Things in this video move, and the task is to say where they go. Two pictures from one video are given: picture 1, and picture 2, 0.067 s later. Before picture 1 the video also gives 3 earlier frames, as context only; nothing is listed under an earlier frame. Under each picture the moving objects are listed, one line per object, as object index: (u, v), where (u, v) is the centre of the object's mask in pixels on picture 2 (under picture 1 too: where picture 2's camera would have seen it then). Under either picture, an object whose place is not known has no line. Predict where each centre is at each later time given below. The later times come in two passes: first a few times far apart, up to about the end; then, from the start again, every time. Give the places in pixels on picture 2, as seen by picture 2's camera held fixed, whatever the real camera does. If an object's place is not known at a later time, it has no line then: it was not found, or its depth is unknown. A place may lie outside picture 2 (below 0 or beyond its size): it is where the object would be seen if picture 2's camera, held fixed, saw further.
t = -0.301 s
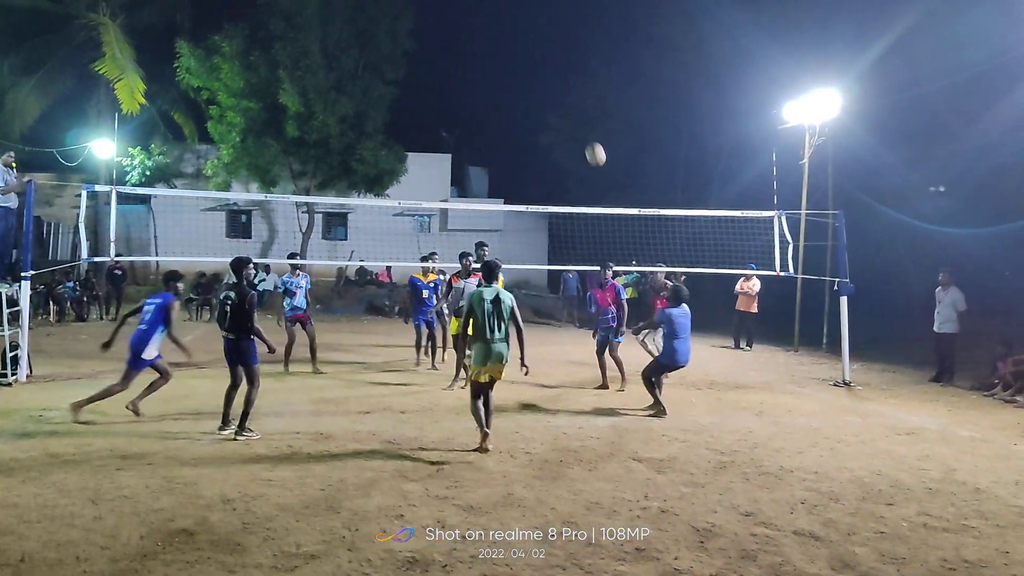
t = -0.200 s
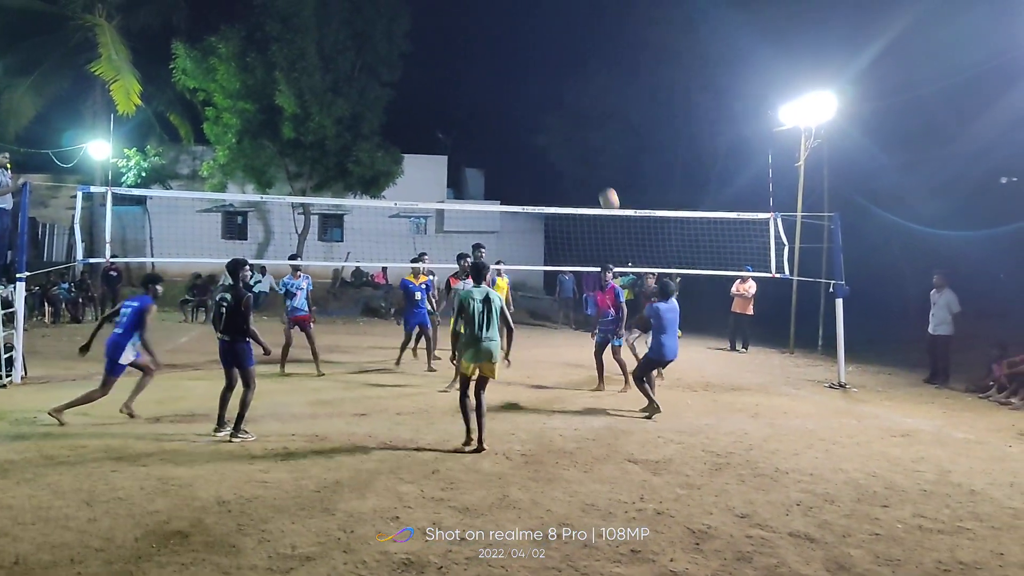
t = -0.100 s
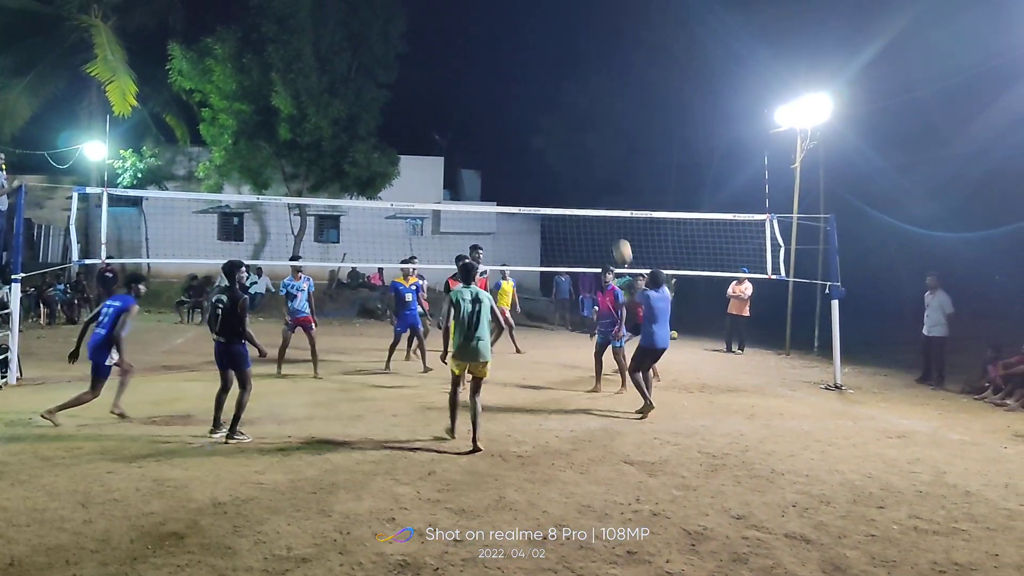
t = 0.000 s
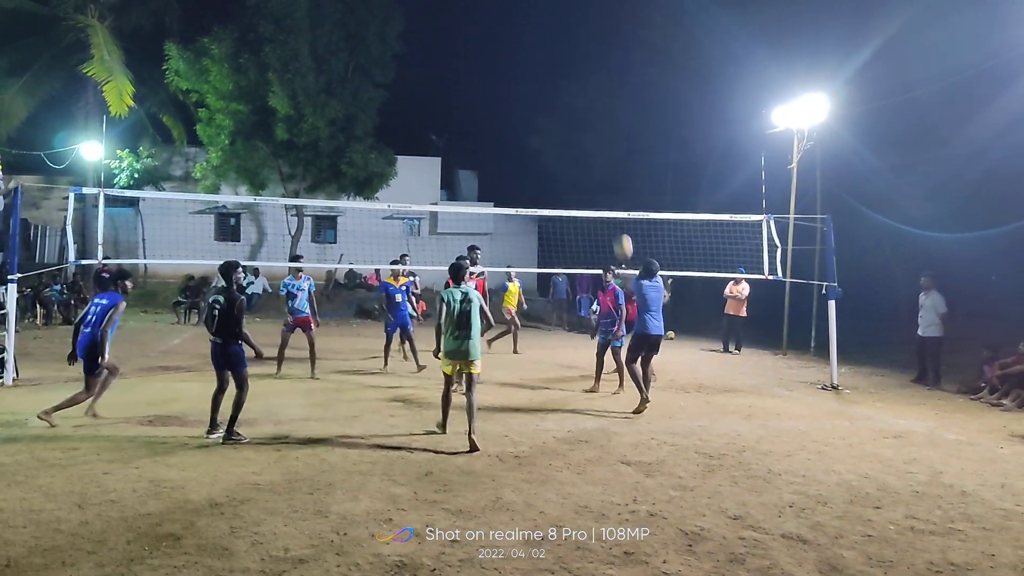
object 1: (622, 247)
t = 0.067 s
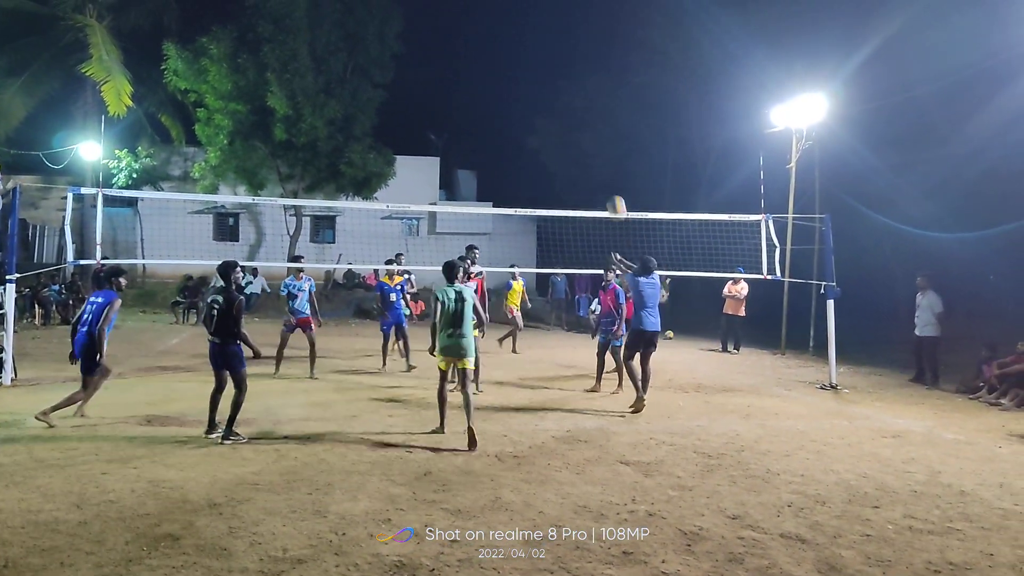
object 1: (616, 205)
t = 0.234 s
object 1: (603, 129)
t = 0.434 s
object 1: (587, 62)
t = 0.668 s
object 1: (567, 29)
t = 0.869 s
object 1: (551, 37)
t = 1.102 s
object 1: (530, 89)
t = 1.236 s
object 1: (518, 140)
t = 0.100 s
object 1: (614, 191)
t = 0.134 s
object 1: (611, 174)
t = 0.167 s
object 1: (609, 158)
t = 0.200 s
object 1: (606, 143)
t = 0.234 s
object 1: (603, 129)
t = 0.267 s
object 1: (601, 115)
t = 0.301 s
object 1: (598, 103)
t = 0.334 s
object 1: (595, 92)
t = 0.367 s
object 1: (592, 81)
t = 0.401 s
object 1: (589, 71)
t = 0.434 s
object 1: (587, 62)
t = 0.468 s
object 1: (584, 55)
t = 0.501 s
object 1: (581, 48)
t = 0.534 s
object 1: (578, 42)
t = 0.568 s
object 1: (576, 37)
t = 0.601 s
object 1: (573, 33)
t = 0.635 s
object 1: (570, 31)
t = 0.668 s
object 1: (567, 29)
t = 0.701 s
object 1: (564, 28)
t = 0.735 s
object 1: (562, 28)
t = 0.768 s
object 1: (559, 29)
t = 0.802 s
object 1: (556, 31)
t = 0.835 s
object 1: (554, 34)
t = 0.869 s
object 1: (551, 37)
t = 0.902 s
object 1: (547, 42)
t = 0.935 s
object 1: (544, 48)
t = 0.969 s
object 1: (542, 54)
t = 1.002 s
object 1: (539, 61)
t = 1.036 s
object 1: (536, 69)
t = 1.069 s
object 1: (533, 79)
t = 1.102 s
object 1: (530, 89)
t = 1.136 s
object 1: (527, 101)
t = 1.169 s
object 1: (524, 113)
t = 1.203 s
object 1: (521, 126)
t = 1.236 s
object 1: (518, 140)
